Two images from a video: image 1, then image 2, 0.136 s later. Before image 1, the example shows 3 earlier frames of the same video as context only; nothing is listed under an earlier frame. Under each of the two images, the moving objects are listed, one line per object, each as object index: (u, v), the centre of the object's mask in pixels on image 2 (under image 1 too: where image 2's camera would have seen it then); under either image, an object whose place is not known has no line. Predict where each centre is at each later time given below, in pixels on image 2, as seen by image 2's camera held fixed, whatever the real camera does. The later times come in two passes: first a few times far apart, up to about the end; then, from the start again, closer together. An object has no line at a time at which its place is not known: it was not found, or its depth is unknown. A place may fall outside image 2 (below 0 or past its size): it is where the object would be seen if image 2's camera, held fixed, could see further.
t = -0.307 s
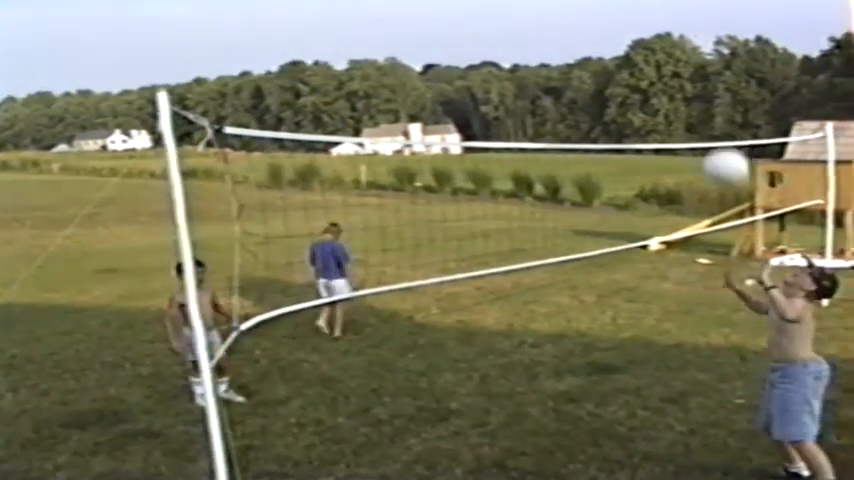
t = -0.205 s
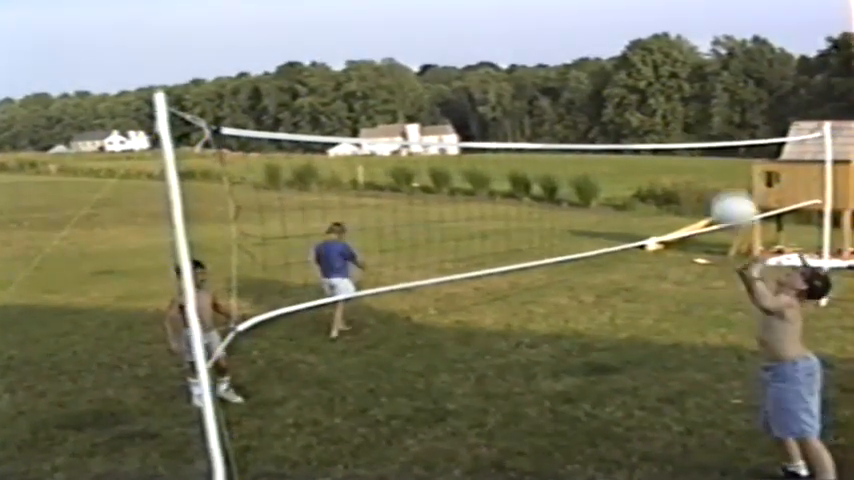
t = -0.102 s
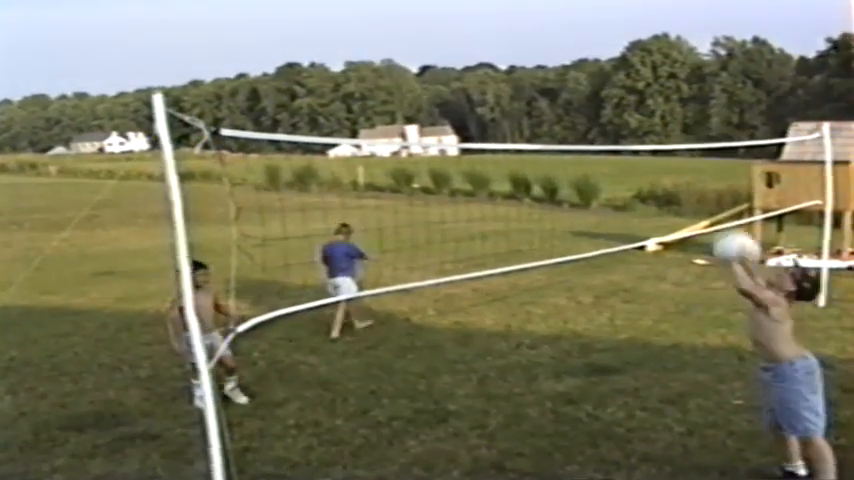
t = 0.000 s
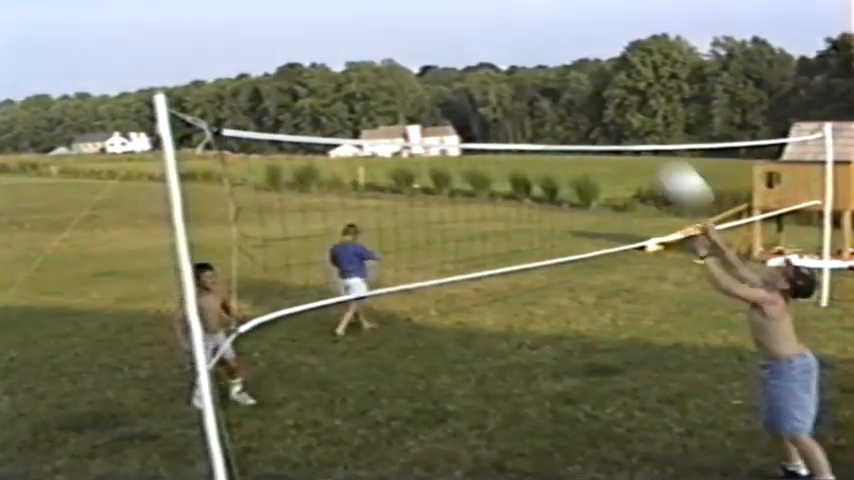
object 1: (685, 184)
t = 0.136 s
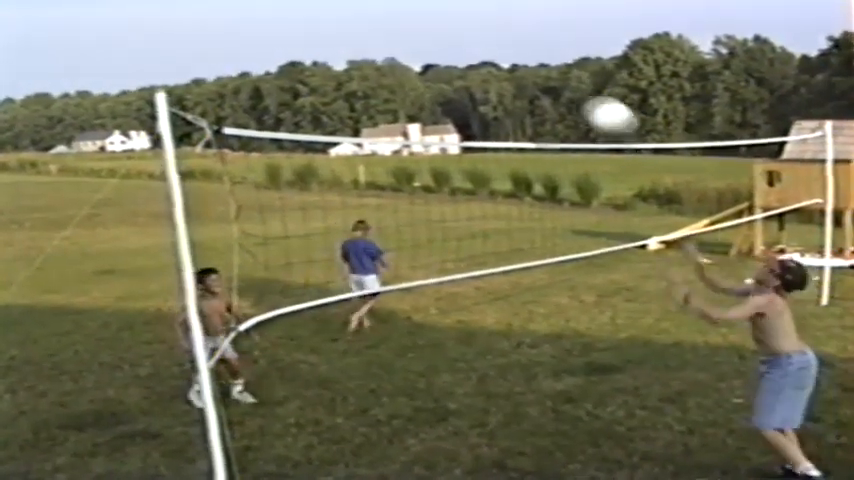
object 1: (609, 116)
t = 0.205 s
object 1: (577, 94)
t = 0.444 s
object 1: (468, 76)
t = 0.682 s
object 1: (380, 137)
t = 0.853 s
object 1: (325, 217)
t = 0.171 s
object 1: (592, 104)
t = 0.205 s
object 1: (577, 94)
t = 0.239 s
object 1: (560, 87)
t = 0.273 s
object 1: (544, 81)
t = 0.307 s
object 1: (529, 77)
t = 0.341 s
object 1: (513, 74)
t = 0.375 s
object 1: (497, 74)
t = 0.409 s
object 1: (482, 75)
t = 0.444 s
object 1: (468, 76)
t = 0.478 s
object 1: (454, 81)
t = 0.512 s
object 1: (440, 86)
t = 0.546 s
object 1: (427, 93)
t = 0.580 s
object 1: (415, 102)
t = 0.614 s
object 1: (402, 111)
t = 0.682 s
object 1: (380, 137)
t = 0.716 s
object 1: (366, 152)
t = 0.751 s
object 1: (355, 167)
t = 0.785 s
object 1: (345, 182)
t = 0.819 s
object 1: (335, 199)
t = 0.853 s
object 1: (325, 217)
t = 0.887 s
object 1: (314, 237)
